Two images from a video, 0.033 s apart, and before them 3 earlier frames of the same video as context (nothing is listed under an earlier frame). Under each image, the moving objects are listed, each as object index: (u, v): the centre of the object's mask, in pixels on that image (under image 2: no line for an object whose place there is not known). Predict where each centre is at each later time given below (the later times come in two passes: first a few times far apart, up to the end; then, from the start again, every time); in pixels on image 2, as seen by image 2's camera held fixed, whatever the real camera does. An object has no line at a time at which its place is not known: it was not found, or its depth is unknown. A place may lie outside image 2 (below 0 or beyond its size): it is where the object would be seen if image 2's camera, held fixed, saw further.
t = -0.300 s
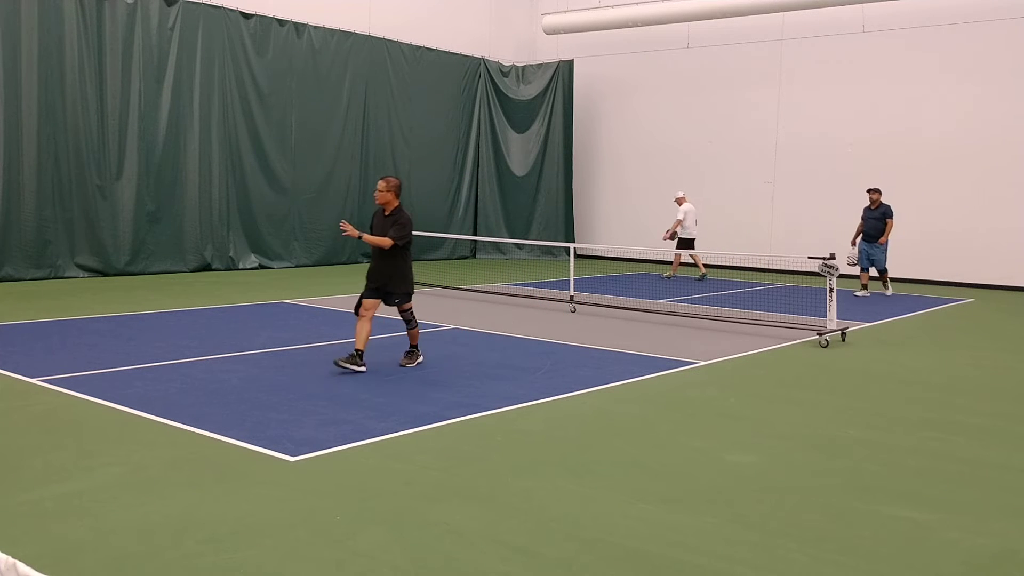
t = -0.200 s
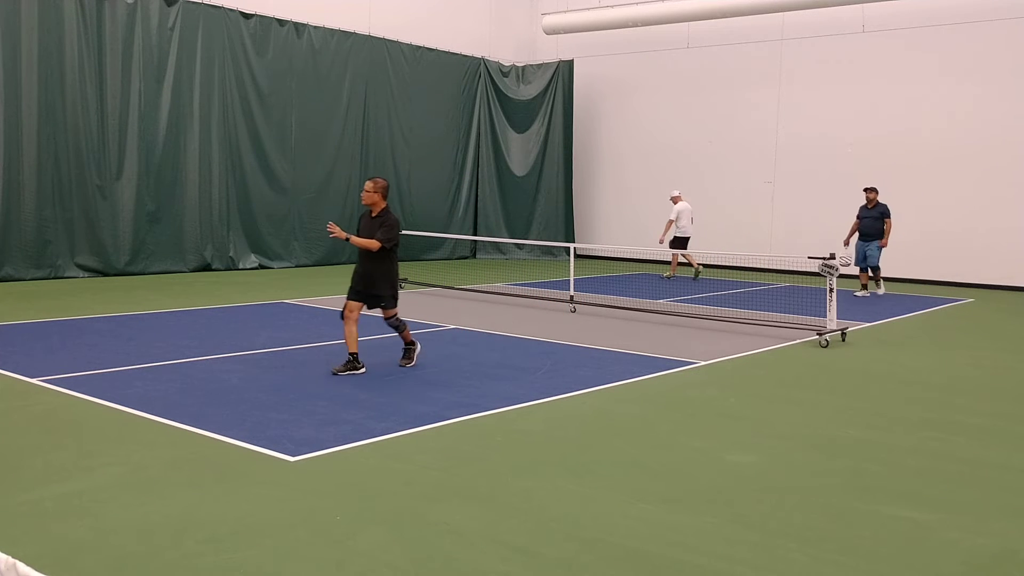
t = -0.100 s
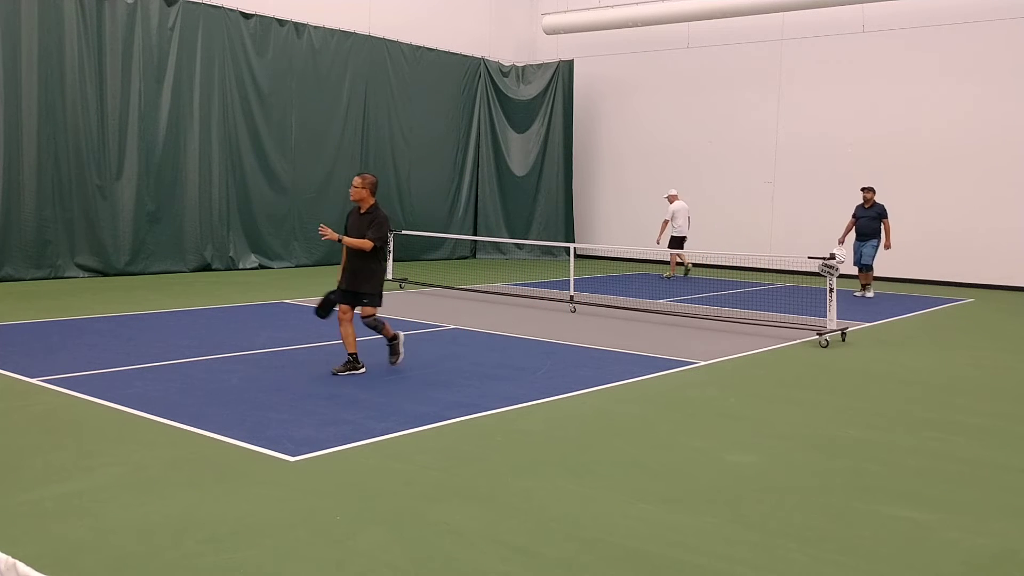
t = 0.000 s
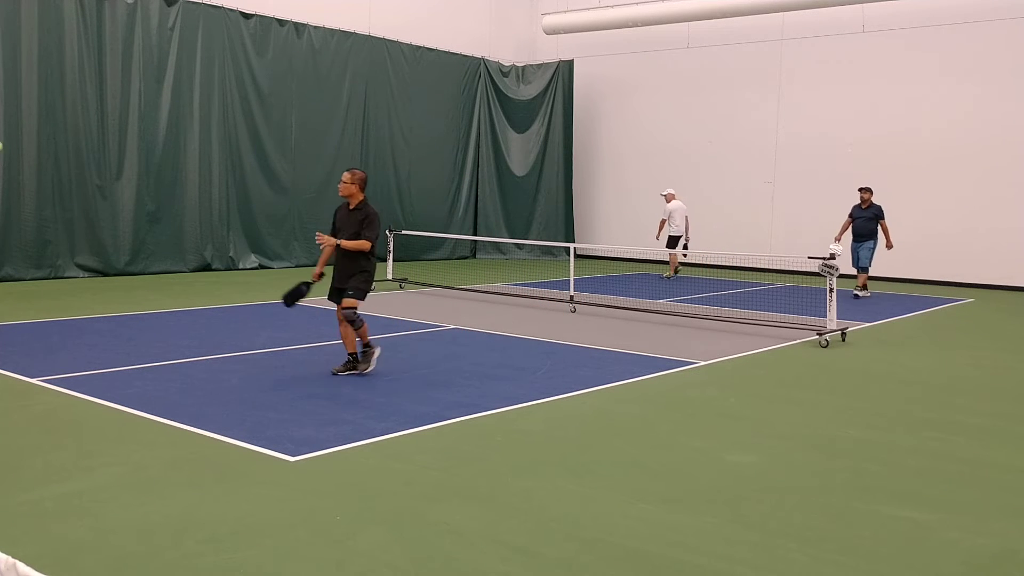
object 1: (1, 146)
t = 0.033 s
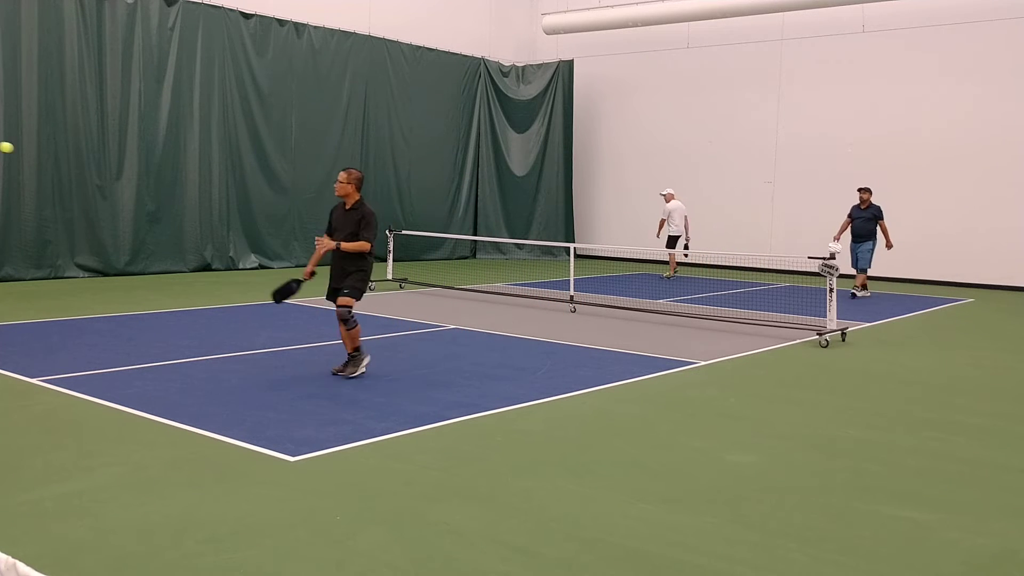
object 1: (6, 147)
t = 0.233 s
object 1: (73, 188)
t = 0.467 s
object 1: (149, 305)
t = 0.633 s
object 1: (194, 355)
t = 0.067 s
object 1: (17, 150)
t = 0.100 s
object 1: (28, 154)
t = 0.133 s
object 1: (39, 161)
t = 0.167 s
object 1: (50, 168)
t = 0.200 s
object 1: (62, 178)
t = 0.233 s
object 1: (73, 188)
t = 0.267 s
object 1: (84, 201)
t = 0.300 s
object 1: (95, 214)
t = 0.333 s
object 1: (106, 230)
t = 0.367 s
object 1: (117, 246)
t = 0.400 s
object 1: (128, 265)
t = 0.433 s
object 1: (139, 285)
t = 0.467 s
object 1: (149, 305)
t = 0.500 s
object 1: (160, 329)
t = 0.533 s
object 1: (170, 352)
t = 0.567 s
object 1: (180, 378)
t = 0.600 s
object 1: (187, 370)
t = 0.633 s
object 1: (194, 355)
